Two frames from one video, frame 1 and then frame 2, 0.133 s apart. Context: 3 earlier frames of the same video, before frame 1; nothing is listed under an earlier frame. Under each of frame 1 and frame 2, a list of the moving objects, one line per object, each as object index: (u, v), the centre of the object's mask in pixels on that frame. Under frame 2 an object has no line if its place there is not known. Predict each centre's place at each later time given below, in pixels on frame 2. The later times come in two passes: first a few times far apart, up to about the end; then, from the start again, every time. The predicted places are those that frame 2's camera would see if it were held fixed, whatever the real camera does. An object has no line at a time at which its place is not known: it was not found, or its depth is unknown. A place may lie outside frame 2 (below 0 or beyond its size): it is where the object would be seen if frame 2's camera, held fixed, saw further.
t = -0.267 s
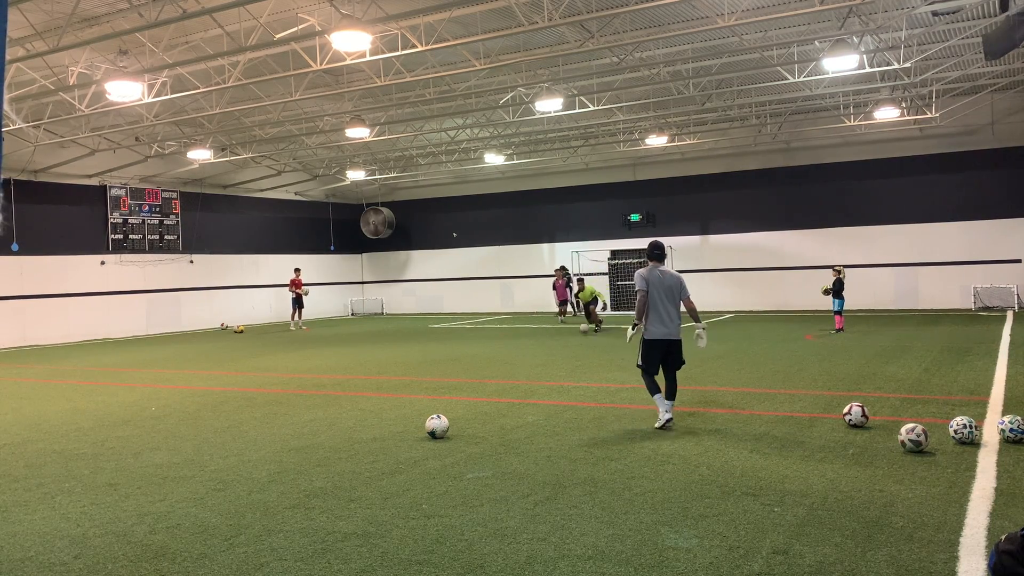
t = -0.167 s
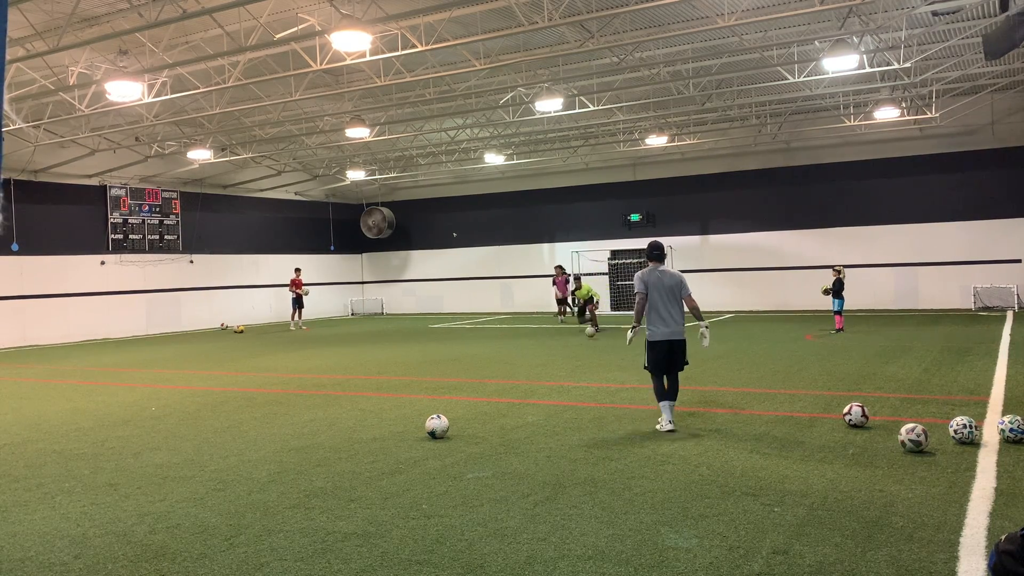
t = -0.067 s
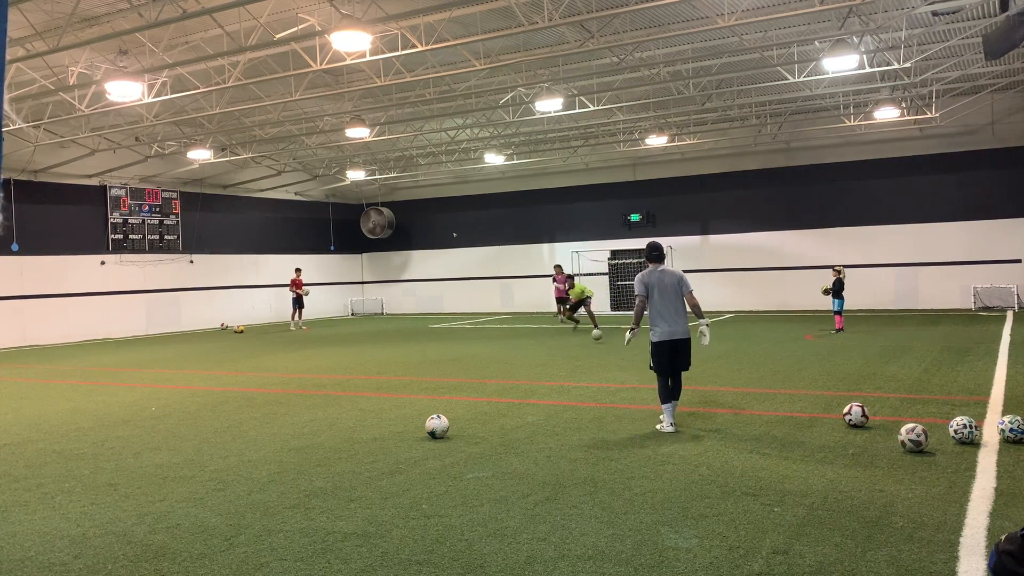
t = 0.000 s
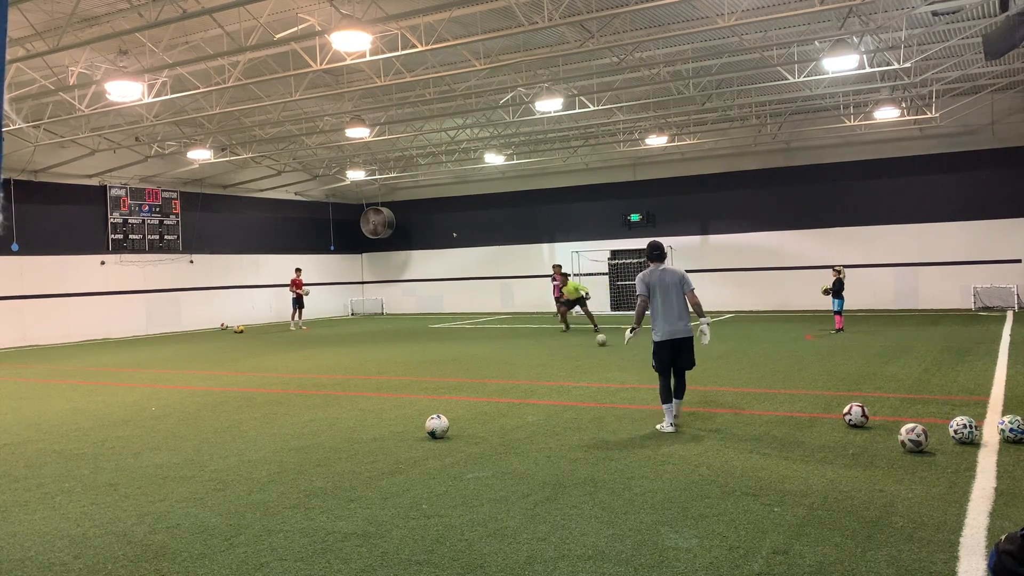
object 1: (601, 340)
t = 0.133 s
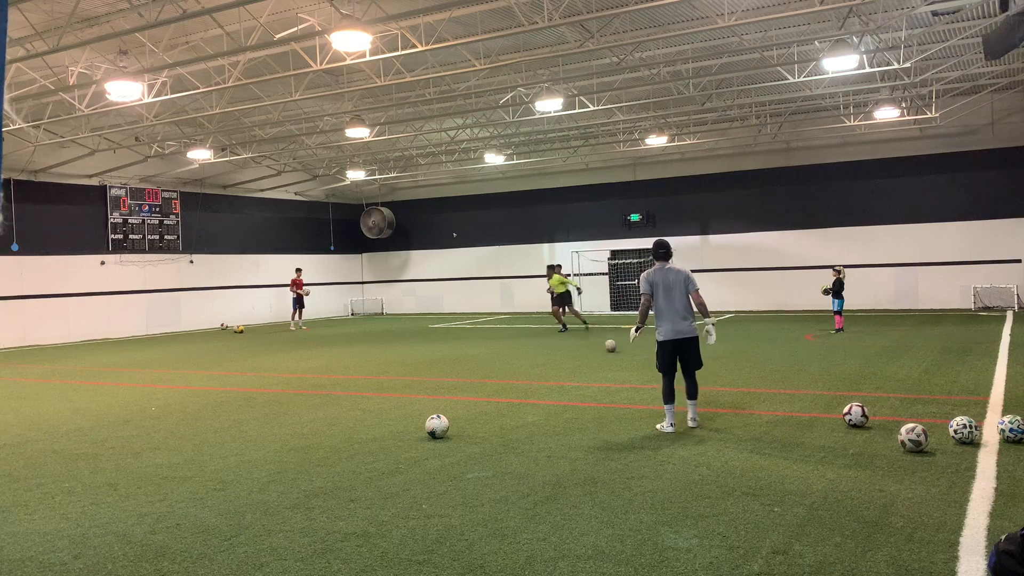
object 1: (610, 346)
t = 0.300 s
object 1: (622, 353)
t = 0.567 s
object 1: (647, 363)
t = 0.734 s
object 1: (666, 371)
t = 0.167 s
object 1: (612, 348)
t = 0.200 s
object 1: (615, 348)
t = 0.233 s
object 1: (618, 349)
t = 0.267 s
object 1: (620, 351)
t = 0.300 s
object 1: (622, 353)
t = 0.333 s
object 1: (626, 353)
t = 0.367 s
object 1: (628, 355)
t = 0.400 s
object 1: (631, 357)
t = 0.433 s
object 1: (634, 359)
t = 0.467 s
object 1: (637, 359)
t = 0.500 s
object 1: (640, 359)
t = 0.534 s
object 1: (643, 361)
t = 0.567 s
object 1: (647, 363)
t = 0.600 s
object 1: (651, 367)
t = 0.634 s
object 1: (654, 368)
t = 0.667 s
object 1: (658, 368)
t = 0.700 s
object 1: (662, 369)
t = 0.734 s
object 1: (666, 371)
